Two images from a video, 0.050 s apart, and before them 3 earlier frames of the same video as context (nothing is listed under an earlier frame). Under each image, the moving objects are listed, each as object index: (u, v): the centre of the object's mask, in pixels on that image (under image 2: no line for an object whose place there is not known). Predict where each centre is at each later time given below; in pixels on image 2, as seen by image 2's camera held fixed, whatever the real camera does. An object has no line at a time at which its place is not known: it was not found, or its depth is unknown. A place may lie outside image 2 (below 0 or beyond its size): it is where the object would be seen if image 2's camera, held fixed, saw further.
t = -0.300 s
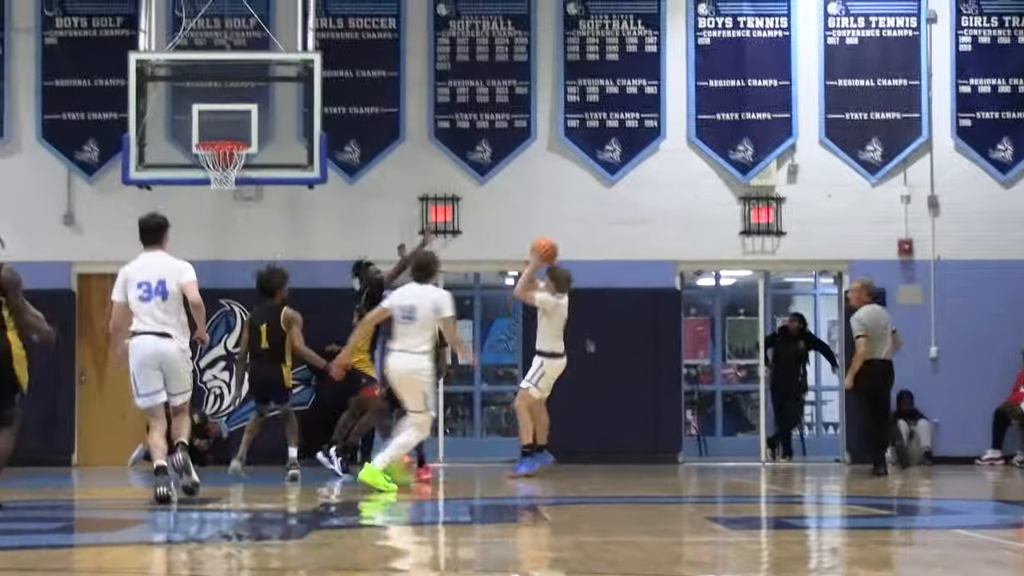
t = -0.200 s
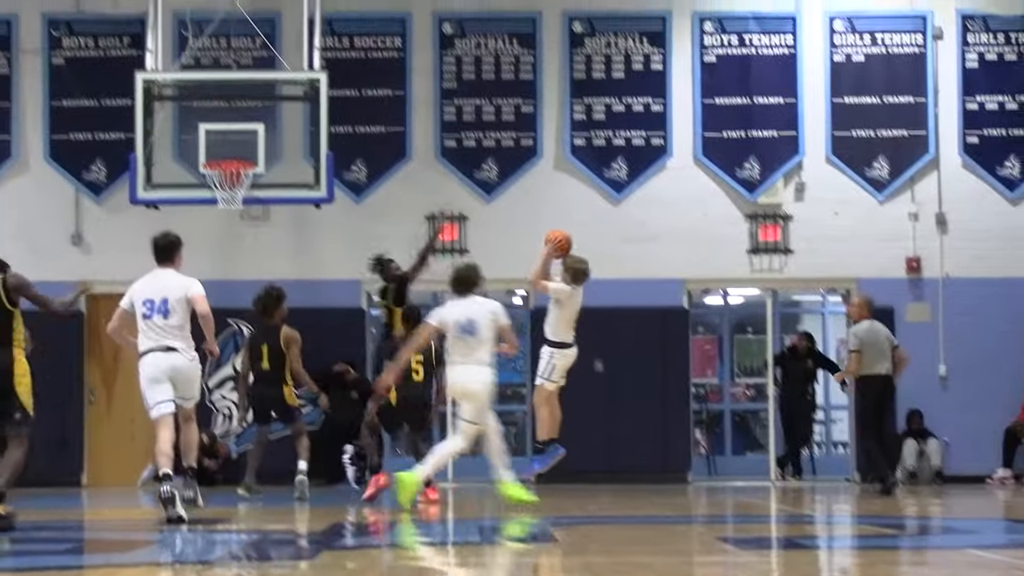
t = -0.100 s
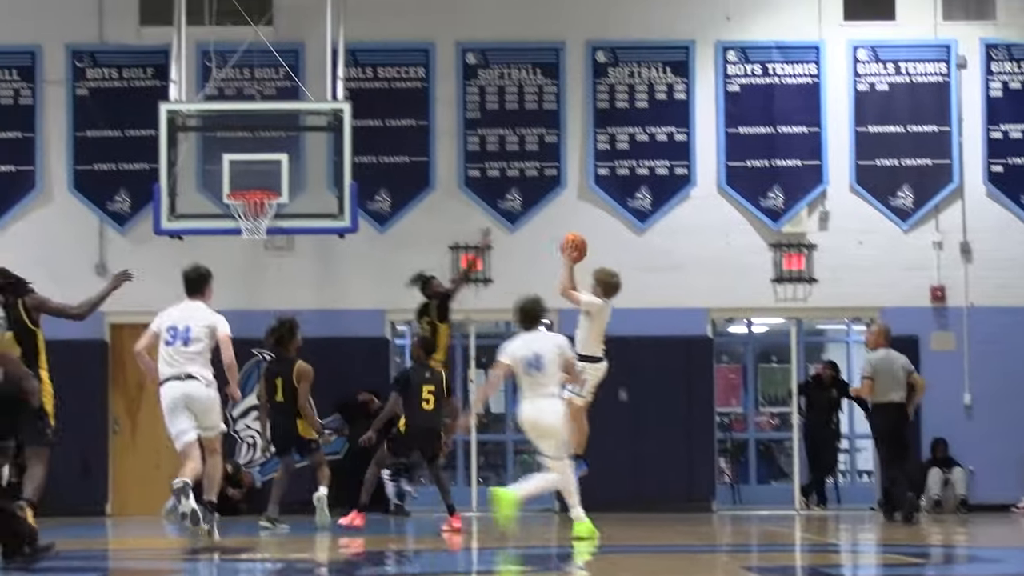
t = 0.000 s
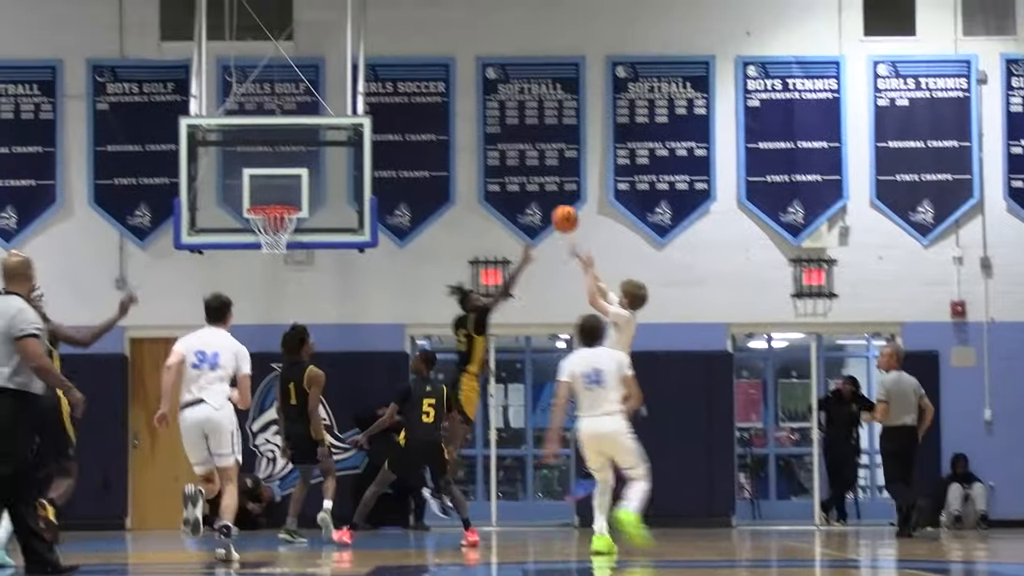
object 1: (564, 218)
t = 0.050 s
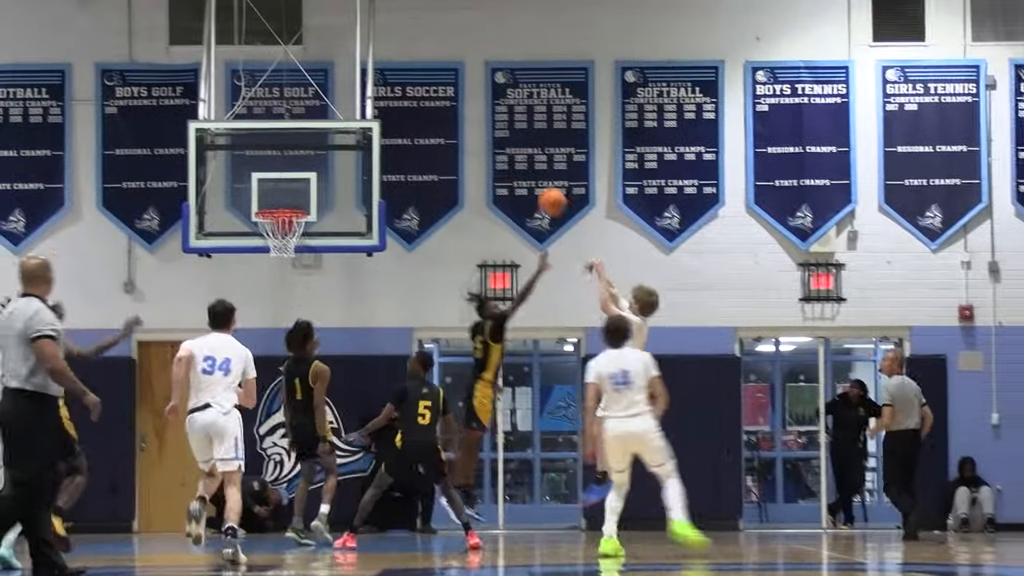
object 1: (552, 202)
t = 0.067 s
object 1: (545, 195)
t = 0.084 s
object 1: (538, 189)
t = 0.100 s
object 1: (531, 184)
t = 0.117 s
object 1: (524, 179)
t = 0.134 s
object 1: (516, 174)
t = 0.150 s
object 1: (510, 168)
